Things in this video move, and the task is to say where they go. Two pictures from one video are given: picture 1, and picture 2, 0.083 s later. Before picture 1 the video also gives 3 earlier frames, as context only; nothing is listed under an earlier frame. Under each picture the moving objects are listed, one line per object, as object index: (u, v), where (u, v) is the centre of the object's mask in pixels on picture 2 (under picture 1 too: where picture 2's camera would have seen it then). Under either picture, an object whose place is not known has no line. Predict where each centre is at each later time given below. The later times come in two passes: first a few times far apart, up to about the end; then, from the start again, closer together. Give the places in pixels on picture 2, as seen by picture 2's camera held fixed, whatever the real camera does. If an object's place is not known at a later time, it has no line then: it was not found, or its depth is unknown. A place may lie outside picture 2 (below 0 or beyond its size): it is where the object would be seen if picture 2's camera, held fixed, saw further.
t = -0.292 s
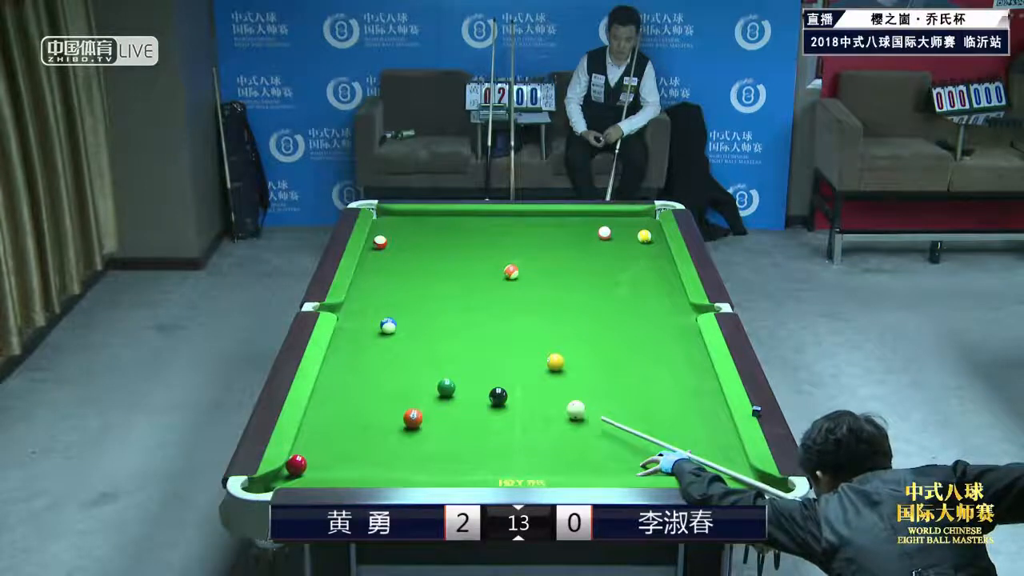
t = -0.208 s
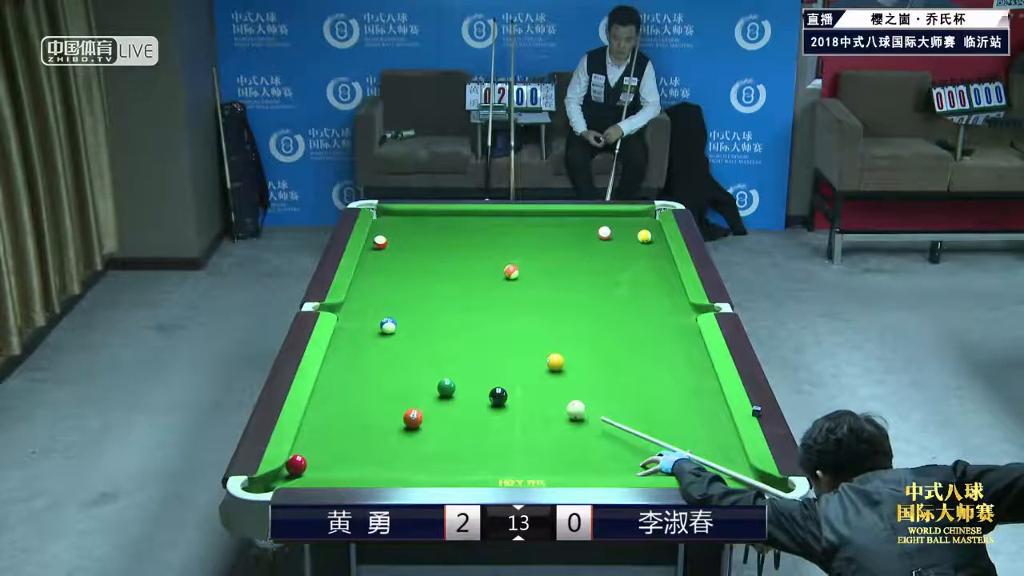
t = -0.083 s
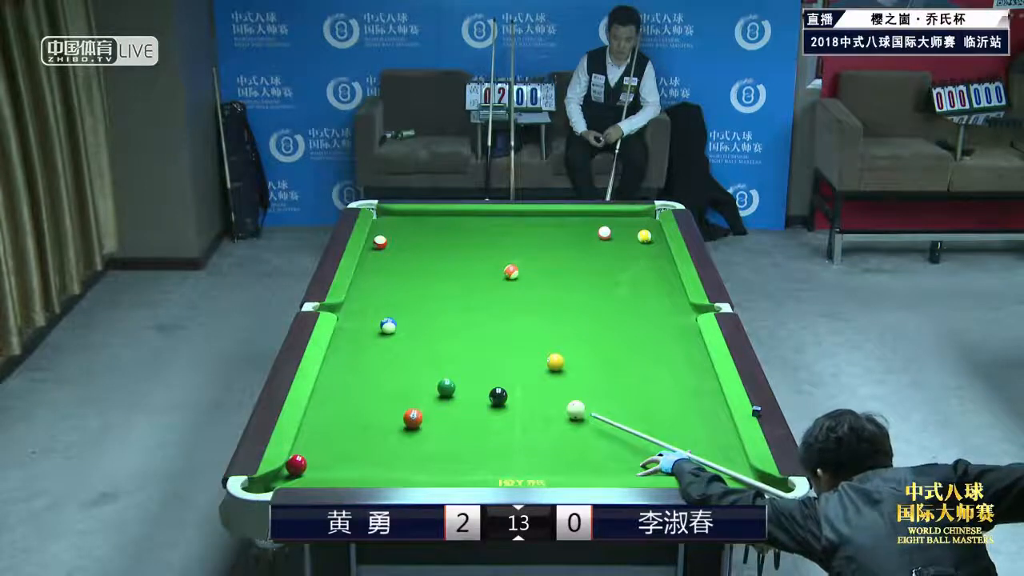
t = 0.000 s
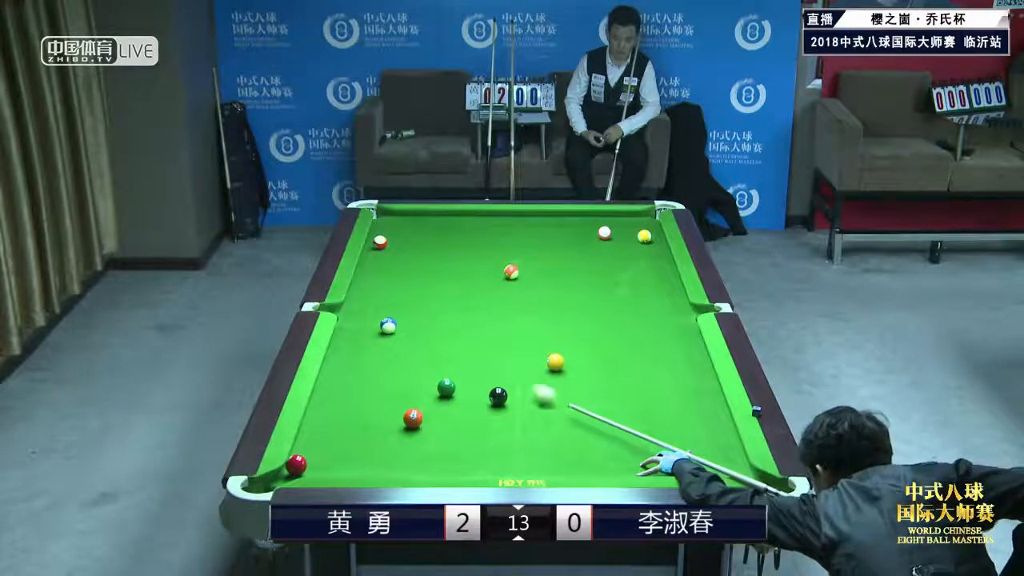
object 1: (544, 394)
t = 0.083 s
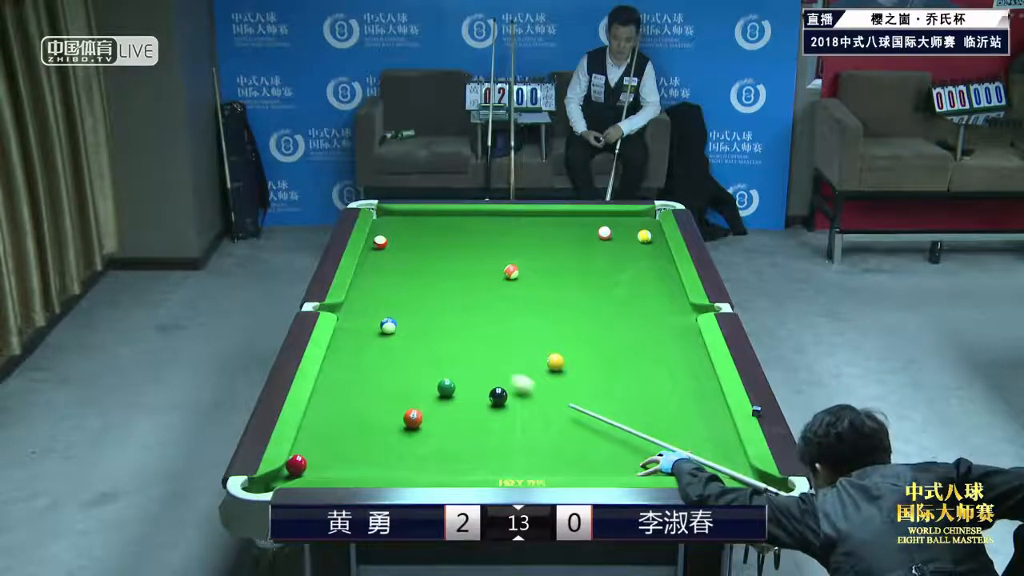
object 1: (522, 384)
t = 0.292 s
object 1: (472, 360)
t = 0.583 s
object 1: (409, 331)
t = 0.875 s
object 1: (402, 319)
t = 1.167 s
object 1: (399, 307)
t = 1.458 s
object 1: (396, 298)
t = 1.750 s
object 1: (394, 290)
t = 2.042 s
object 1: (391, 282)
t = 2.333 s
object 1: (389, 276)
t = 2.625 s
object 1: (387, 270)
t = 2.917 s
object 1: (385, 266)
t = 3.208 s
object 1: (383, 262)
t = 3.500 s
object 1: (383, 259)
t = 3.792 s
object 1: (381, 256)
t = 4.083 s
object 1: (380, 254)
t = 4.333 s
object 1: (378, 252)
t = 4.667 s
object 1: (379, 252)
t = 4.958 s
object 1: (379, 252)
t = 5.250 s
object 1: (379, 252)
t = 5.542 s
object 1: (379, 252)
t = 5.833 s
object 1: (379, 252)
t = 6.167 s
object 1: (379, 252)
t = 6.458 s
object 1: (379, 252)
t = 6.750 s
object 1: (379, 252)
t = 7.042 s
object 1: (379, 252)
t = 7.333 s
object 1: (379, 252)
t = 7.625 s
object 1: (379, 252)
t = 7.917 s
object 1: (379, 252)
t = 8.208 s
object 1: (379, 252)
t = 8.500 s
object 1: (379, 252)
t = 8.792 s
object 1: (379, 252)
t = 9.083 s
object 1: (379, 252)
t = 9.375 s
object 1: (379, 252)
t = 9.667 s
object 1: (379, 252)
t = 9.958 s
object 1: (379, 252)
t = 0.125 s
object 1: (512, 380)
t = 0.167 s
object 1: (501, 374)
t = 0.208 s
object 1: (493, 370)
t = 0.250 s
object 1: (483, 366)
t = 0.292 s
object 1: (472, 360)
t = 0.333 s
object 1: (462, 357)
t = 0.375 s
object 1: (453, 352)
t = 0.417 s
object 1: (444, 348)
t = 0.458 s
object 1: (434, 344)
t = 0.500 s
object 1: (426, 340)
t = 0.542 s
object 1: (418, 335)
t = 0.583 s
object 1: (409, 331)
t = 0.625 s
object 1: (404, 328)
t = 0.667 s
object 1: (403, 327)
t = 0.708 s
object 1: (404, 326)
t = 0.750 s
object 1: (403, 324)
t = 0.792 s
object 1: (403, 323)
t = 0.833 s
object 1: (403, 321)
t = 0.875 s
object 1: (402, 319)
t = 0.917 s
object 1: (402, 318)
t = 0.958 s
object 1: (401, 316)
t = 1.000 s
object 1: (400, 314)
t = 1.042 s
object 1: (400, 312)
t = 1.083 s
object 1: (400, 311)
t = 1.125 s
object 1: (399, 308)
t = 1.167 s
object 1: (399, 307)
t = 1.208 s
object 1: (398, 306)
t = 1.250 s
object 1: (398, 305)
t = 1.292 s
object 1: (398, 303)
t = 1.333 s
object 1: (397, 302)
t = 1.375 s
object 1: (397, 301)
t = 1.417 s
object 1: (397, 299)
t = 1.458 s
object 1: (396, 298)
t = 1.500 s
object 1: (396, 297)
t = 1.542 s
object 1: (395, 296)
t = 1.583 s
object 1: (395, 295)
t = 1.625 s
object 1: (395, 294)
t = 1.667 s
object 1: (394, 292)
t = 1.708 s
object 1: (394, 291)
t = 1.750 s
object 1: (394, 290)
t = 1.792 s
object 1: (393, 289)
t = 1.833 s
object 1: (393, 288)
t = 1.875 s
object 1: (393, 287)
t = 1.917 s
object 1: (392, 286)
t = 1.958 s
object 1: (392, 285)
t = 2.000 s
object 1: (392, 283)
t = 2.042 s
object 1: (391, 282)
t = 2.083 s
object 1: (391, 281)
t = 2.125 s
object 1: (391, 280)
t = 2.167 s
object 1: (390, 279)
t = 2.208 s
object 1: (390, 278)
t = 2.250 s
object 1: (389, 277)
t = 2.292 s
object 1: (389, 276)
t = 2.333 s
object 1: (389, 276)
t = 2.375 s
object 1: (389, 275)
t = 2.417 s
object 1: (388, 274)
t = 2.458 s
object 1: (388, 273)
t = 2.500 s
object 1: (388, 272)
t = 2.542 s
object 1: (387, 272)
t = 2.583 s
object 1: (387, 271)
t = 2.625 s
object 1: (387, 270)
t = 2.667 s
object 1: (387, 270)
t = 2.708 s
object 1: (386, 269)
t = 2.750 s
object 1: (386, 268)
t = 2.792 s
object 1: (386, 268)
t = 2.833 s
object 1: (386, 267)
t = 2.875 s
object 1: (386, 267)
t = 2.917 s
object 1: (385, 266)
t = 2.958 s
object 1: (385, 265)
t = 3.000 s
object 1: (385, 264)
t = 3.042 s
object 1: (384, 264)
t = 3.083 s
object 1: (384, 263)
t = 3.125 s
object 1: (384, 263)
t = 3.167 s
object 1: (384, 262)
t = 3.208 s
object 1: (383, 262)
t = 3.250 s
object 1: (383, 261)
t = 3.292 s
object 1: (383, 261)
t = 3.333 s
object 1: (383, 260)
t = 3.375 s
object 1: (383, 260)
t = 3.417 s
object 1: (382, 259)
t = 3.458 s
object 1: (383, 259)
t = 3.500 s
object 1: (383, 259)
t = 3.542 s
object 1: (382, 259)
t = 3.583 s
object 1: (382, 258)
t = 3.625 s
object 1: (382, 258)
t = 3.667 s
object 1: (381, 257)
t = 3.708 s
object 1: (381, 257)
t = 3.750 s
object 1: (381, 256)
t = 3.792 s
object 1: (381, 256)
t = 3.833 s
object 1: (381, 256)
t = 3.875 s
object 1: (381, 256)
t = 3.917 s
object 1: (381, 256)
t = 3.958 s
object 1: (381, 255)
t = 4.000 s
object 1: (381, 255)
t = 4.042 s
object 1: (381, 254)
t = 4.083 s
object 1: (380, 254)
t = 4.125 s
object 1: (380, 254)
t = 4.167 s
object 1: (380, 254)
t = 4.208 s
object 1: (380, 254)
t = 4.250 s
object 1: (380, 253)
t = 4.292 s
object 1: (380, 253)
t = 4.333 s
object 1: (378, 252)
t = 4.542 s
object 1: (382, 252)
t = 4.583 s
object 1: (379, 252)
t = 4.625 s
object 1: (379, 252)
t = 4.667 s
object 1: (379, 252)
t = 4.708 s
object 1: (379, 252)
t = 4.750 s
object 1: (379, 252)
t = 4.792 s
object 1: (379, 252)
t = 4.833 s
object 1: (379, 252)
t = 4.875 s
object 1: (379, 252)
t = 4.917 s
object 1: (379, 252)
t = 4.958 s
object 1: (379, 252)
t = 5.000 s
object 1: (379, 252)
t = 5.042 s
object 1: (379, 252)
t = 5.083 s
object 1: (379, 252)
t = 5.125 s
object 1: (379, 252)
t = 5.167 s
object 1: (379, 252)
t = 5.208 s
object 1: (379, 252)
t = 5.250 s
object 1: (379, 252)
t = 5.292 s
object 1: (379, 252)
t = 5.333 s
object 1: (379, 252)
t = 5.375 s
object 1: (379, 252)
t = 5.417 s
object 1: (379, 252)
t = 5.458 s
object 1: (379, 252)
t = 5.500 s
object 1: (379, 252)
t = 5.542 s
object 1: (379, 252)
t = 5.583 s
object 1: (379, 252)
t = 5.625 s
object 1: (379, 252)
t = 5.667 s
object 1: (379, 252)
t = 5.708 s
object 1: (379, 252)
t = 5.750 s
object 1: (379, 252)
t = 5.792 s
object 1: (379, 252)
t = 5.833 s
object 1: (379, 252)
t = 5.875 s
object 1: (379, 252)
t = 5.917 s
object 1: (379, 252)
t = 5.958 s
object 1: (379, 252)
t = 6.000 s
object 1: (379, 252)
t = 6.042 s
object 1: (379, 252)
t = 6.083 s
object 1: (379, 252)
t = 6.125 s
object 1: (379, 252)
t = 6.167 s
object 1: (379, 252)
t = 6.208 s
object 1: (379, 252)
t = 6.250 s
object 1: (379, 252)
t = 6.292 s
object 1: (379, 252)
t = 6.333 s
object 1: (379, 252)
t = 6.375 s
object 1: (379, 252)
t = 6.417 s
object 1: (379, 252)
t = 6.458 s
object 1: (379, 252)
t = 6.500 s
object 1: (379, 252)
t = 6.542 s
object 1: (379, 252)
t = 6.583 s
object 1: (379, 252)
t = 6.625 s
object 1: (379, 252)
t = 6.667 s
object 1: (379, 252)
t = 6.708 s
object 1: (379, 252)
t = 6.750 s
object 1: (379, 252)
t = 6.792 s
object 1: (379, 252)
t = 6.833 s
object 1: (379, 252)
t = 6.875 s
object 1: (379, 252)
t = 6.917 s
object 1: (379, 252)
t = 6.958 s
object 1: (379, 252)
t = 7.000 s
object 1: (379, 252)
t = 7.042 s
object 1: (379, 252)
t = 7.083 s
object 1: (379, 252)
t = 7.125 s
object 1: (379, 252)
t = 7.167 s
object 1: (379, 252)
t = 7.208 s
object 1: (379, 252)
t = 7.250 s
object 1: (379, 252)
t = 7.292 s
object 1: (379, 252)
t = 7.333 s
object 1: (379, 252)
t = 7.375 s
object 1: (379, 252)
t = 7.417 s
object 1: (379, 252)
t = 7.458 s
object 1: (379, 252)
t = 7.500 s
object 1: (379, 252)
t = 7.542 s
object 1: (379, 252)
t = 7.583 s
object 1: (379, 252)
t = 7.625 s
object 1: (379, 252)
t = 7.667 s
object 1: (379, 252)
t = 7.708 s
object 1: (379, 252)
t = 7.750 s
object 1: (379, 252)
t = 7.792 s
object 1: (379, 252)
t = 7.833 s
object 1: (379, 252)
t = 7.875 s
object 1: (379, 252)
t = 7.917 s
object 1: (379, 252)
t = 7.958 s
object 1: (379, 252)
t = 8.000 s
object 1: (379, 252)
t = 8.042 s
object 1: (379, 252)
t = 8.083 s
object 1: (379, 252)
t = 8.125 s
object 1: (379, 252)
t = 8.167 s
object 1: (379, 252)
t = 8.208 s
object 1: (379, 252)
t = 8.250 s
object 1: (379, 252)
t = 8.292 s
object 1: (379, 252)
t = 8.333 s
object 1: (379, 252)
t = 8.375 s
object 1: (379, 252)
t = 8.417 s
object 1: (379, 252)
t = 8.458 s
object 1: (379, 252)
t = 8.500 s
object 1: (379, 252)
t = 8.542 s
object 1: (379, 252)
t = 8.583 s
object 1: (379, 252)
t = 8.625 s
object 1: (379, 252)
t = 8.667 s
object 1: (379, 252)
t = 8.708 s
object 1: (379, 252)
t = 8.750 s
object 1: (379, 252)
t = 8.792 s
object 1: (379, 252)
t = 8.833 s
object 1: (379, 252)
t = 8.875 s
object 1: (379, 252)
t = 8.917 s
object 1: (379, 252)
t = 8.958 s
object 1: (379, 252)
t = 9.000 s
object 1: (379, 252)
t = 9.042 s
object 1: (379, 252)
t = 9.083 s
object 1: (379, 252)
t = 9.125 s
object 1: (379, 252)
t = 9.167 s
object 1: (379, 252)
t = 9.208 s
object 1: (379, 252)
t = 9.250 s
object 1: (379, 252)
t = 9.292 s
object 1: (379, 252)
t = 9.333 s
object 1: (379, 252)
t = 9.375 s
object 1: (379, 252)
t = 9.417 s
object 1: (379, 252)
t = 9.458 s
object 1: (379, 252)
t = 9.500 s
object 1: (379, 252)
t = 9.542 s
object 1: (379, 252)
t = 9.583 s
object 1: (379, 252)
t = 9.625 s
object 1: (379, 252)
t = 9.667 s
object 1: (379, 252)
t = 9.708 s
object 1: (379, 252)
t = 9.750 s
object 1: (379, 252)
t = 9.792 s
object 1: (379, 252)
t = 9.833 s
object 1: (379, 252)
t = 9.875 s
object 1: (379, 252)
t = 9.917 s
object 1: (379, 252)
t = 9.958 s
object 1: (379, 252)
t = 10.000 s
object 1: (379, 252)
